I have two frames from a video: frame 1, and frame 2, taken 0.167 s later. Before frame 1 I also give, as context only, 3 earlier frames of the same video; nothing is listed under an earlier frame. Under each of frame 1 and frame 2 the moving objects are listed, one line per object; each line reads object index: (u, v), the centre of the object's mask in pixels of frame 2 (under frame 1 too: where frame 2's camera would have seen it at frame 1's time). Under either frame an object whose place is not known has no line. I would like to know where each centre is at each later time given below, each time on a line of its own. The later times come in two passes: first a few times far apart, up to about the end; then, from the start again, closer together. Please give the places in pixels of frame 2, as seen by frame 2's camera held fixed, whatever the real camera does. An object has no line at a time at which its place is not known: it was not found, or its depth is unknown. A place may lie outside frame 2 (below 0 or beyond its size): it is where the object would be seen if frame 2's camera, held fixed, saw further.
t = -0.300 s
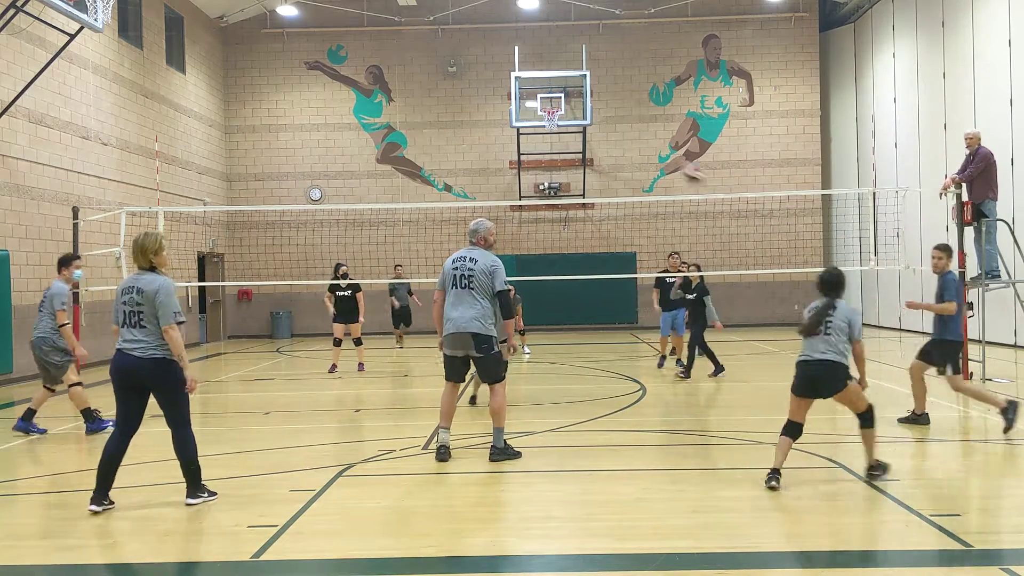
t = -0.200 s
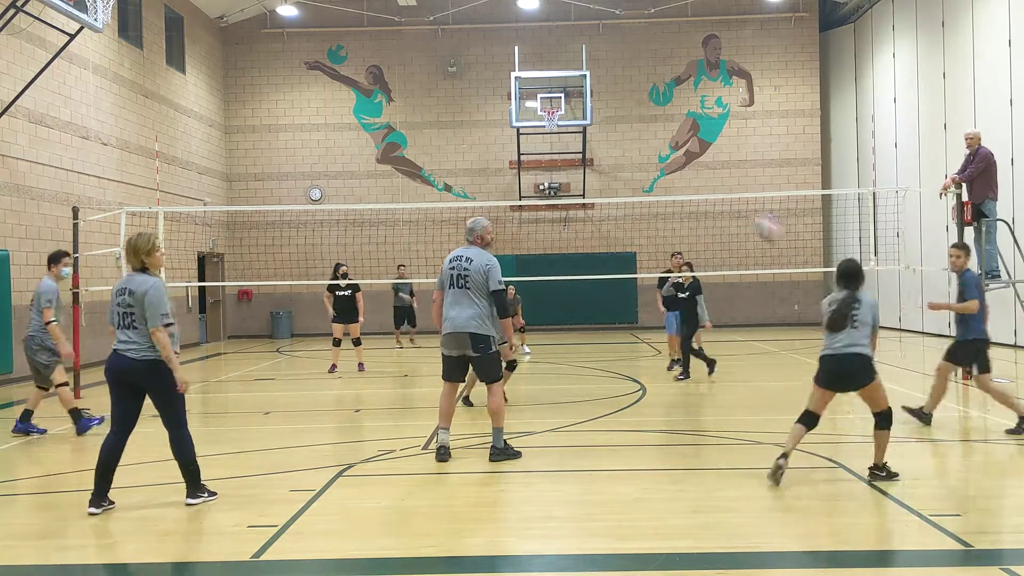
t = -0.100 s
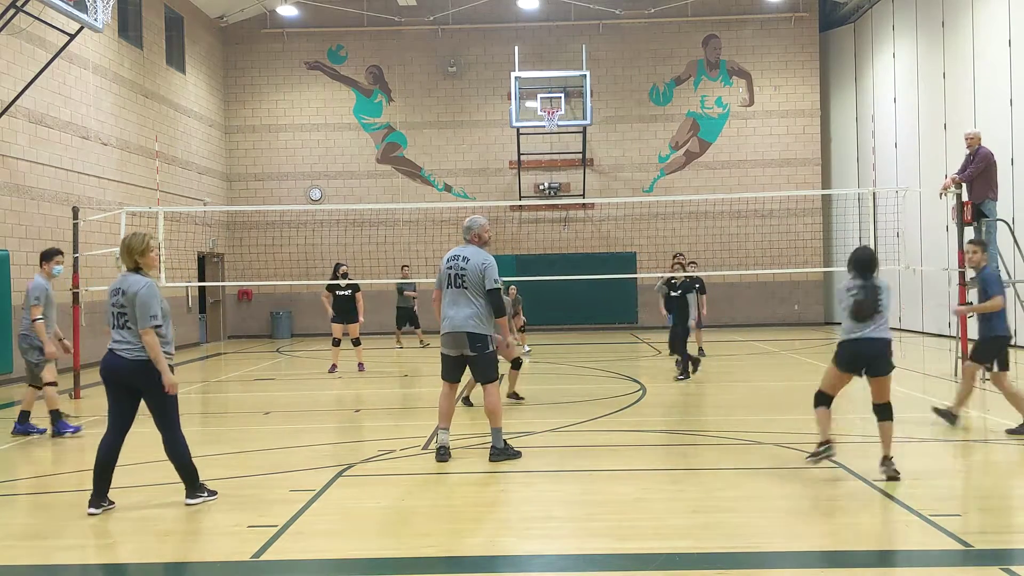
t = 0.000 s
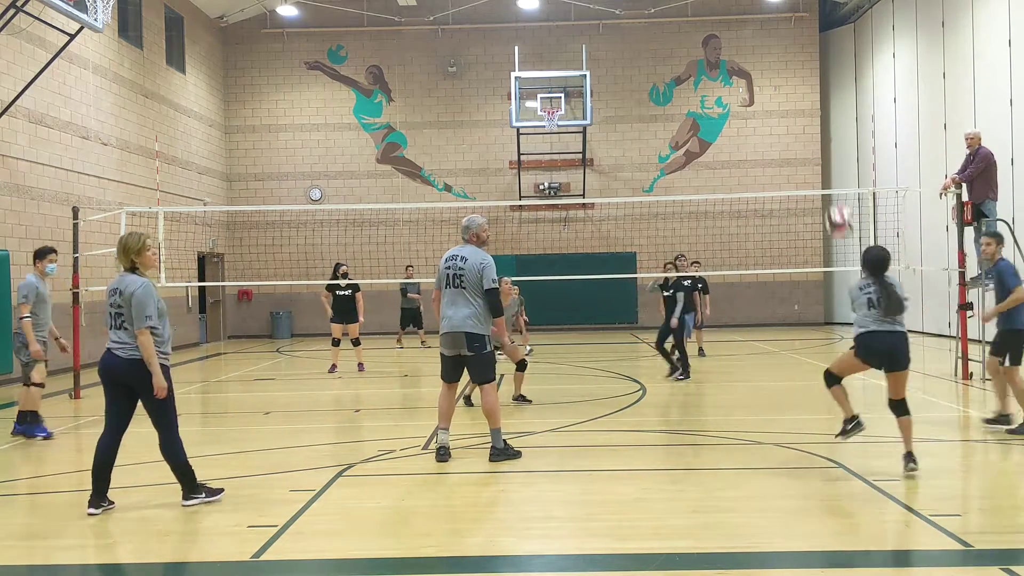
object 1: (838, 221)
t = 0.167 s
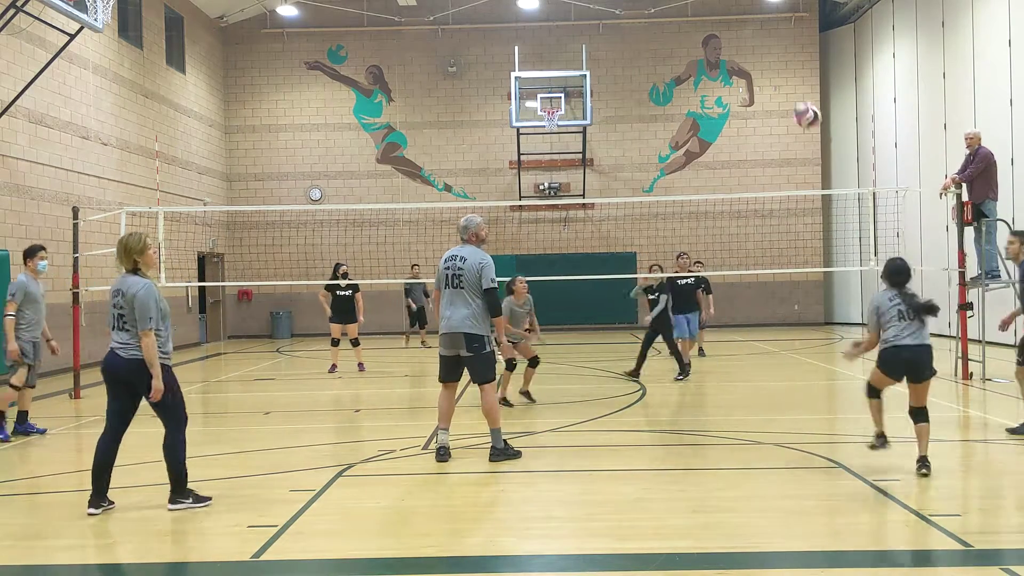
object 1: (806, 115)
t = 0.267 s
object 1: (790, 72)
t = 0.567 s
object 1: (746, 23)
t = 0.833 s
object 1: (714, 59)
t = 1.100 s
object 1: (689, 150)
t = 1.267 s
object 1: (674, 232)
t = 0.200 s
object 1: (802, 99)
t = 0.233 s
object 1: (796, 86)
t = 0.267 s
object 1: (790, 72)
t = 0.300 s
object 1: (785, 62)
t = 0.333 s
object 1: (779, 53)
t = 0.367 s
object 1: (775, 44)
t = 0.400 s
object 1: (769, 38)
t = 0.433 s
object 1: (764, 33)
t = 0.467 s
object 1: (760, 29)
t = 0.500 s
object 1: (755, 26)
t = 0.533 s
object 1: (750, 24)
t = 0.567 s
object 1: (746, 23)
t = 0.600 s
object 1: (742, 24)
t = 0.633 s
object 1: (737, 25)
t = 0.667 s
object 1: (732, 28)
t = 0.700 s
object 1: (729, 33)
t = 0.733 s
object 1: (725, 38)
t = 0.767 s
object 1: (721, 44)
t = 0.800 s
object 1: (718, 51)
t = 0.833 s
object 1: (714, 59)
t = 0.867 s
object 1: (711, 67)
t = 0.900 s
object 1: (707, 76)
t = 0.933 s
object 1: (704, 87)
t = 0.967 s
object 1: (699, 98)
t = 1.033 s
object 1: (695, 123)
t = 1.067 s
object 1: (692, 137)
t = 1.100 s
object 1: (689, 150)
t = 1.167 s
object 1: (682, 181)
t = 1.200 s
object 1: (678, 197)
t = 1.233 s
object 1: (675, 213)
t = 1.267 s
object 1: (674, 232)
